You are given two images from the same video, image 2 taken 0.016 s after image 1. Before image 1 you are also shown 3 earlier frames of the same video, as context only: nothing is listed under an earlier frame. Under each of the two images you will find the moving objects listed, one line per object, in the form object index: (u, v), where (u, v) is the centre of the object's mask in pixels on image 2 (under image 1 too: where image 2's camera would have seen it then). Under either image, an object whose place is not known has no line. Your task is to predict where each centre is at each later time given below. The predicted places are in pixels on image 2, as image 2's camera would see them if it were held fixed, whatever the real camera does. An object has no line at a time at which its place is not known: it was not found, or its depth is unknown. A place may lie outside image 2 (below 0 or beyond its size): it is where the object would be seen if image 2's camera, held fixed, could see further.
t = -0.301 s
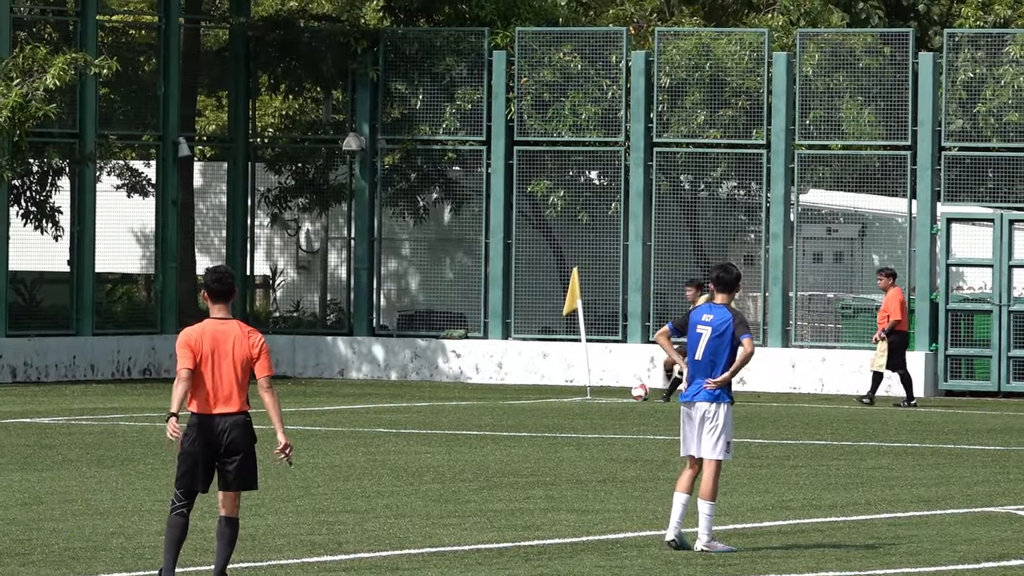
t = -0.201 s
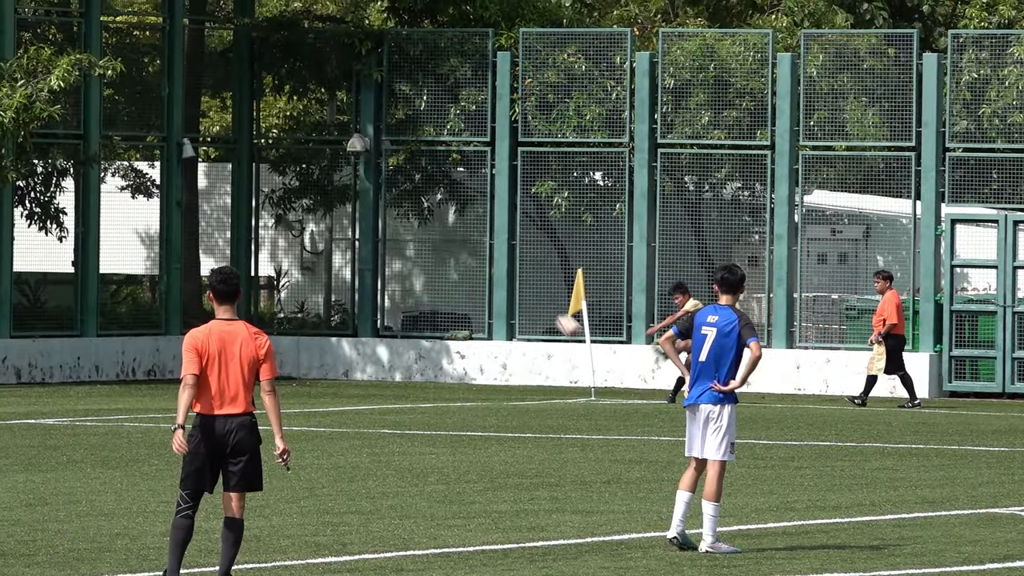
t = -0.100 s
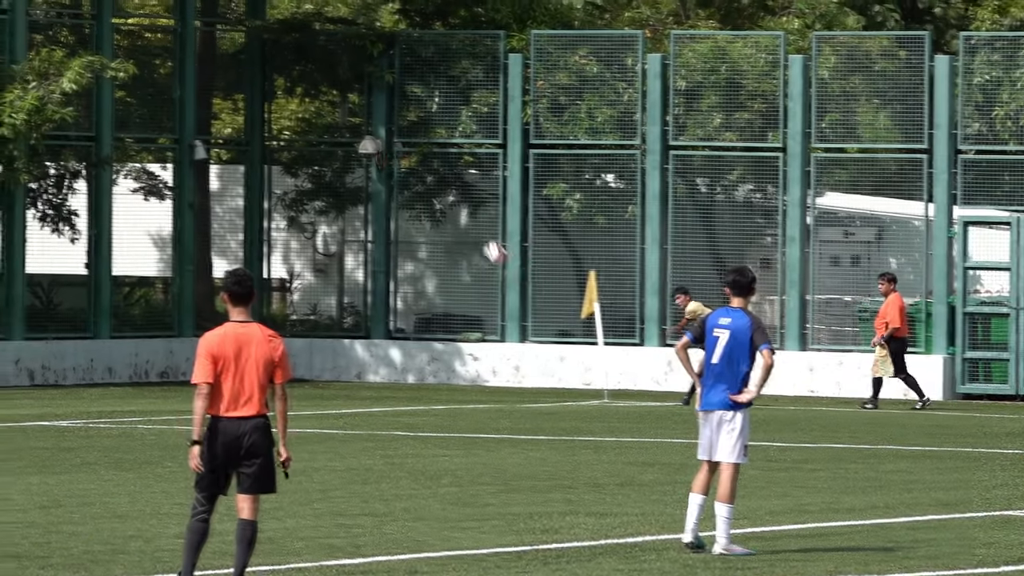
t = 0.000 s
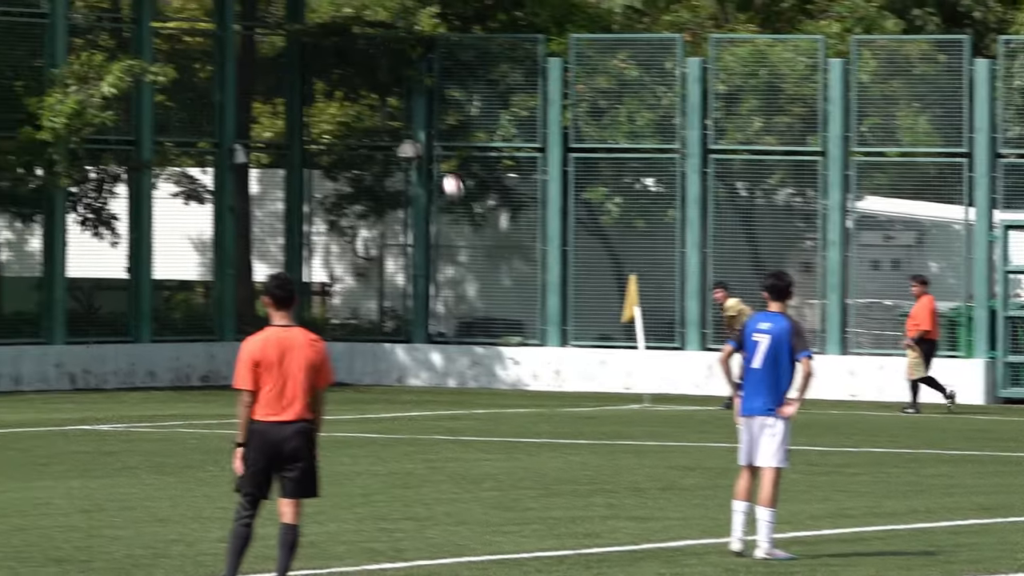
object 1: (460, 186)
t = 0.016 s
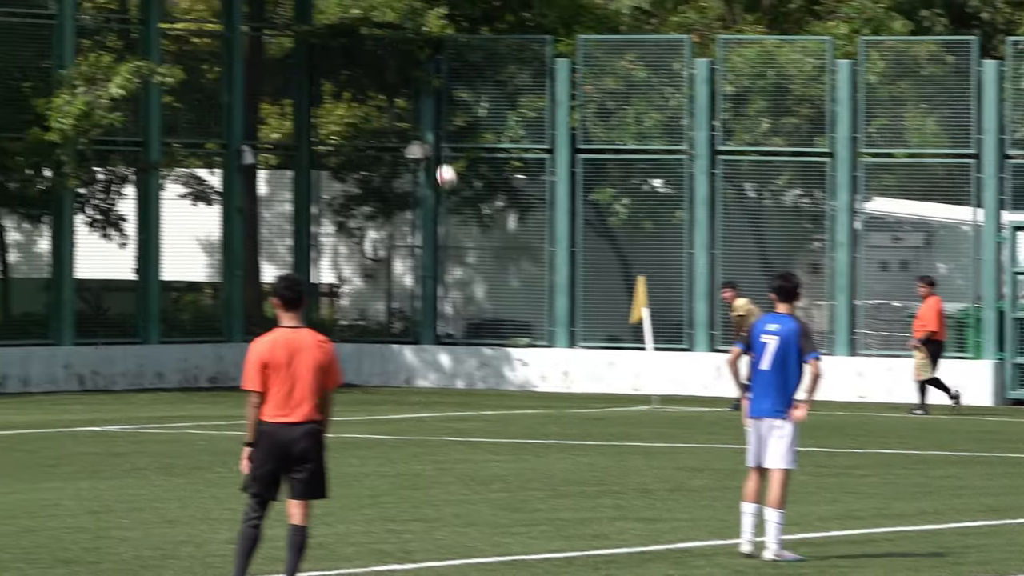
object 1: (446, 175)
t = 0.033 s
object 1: (434, 165)
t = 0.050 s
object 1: (420, 152)
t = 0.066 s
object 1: (408, 142)
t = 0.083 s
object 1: (395, 131)
